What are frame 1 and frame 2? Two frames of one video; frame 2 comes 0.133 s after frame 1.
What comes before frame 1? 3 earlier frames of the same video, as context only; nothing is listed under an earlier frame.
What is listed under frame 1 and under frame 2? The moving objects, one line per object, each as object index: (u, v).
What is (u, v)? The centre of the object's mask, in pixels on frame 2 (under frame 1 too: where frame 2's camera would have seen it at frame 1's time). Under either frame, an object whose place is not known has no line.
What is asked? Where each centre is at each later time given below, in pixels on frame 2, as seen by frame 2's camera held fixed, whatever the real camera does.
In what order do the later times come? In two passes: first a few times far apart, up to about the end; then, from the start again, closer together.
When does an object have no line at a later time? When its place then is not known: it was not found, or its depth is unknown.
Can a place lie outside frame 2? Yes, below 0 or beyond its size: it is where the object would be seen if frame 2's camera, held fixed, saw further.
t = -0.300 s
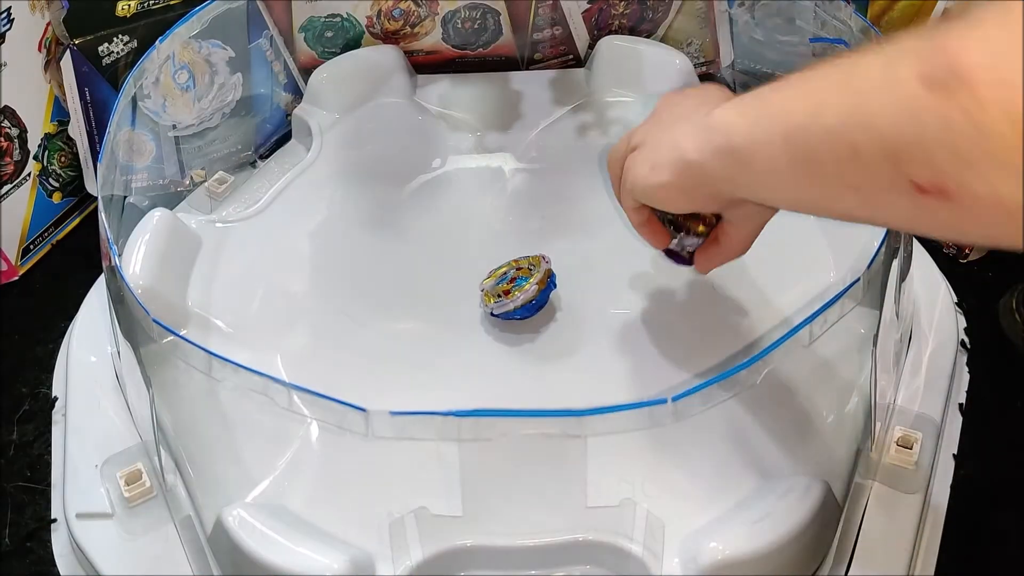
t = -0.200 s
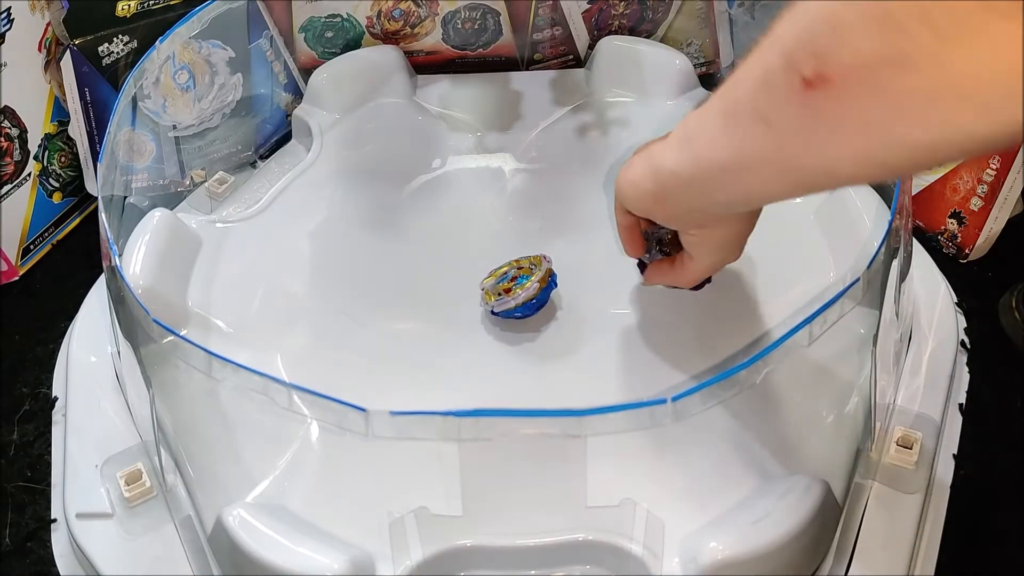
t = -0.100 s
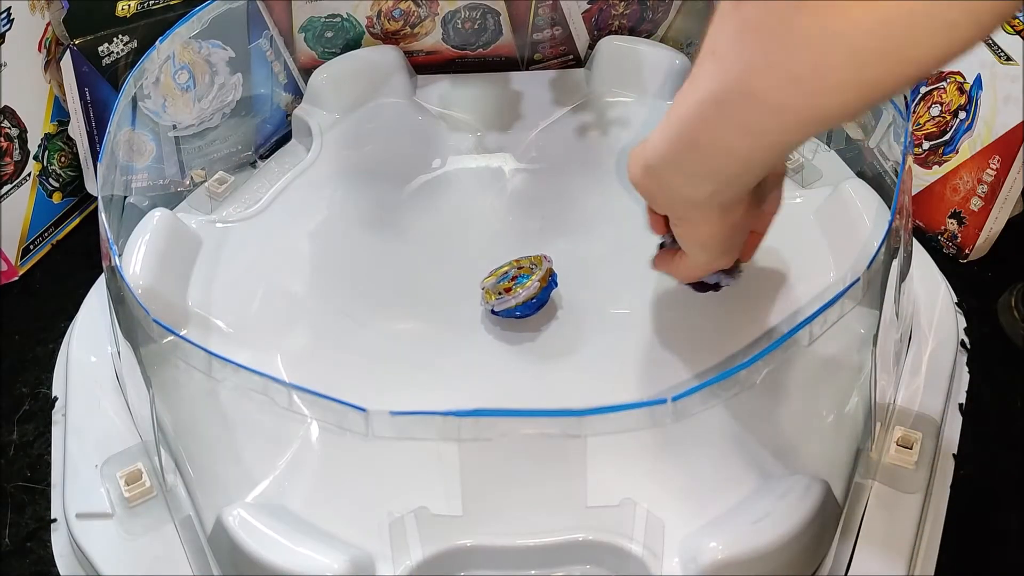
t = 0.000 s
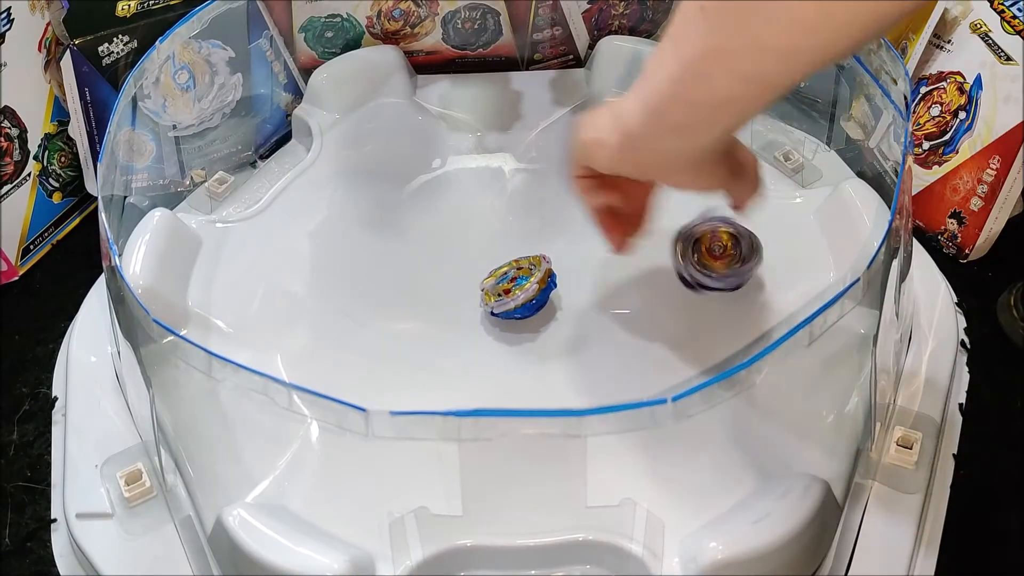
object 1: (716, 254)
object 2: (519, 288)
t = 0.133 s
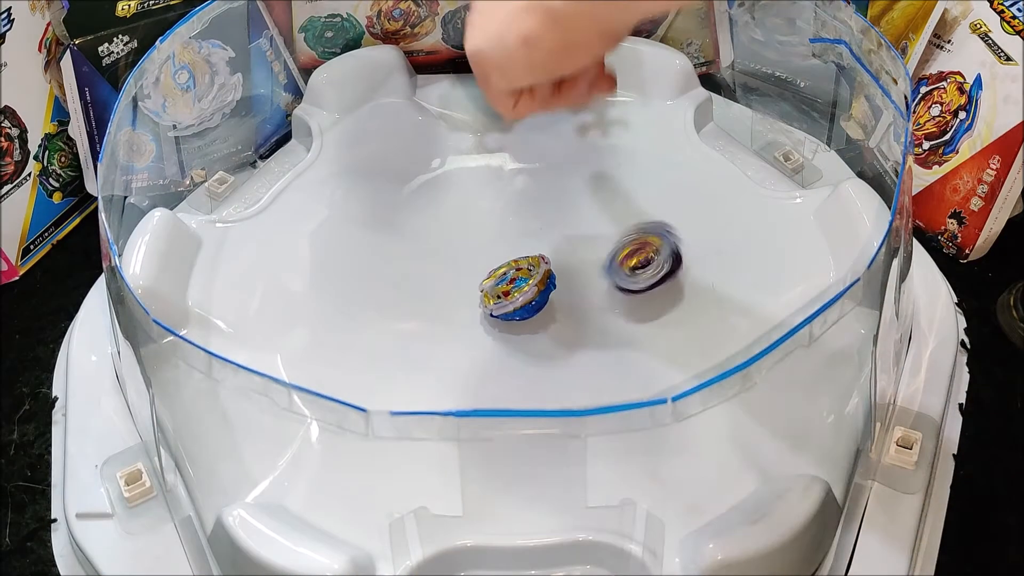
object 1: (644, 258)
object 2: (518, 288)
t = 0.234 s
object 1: (581, 266)
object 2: (512, 291)
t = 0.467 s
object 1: (499, 217)
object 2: (485, 324)
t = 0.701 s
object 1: (488, 232)
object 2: (511, 313)
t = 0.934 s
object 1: (488, 248)
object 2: (507, 304)
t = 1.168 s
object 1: (507, 255)
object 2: (511, 307)
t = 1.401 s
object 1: (507, 255)
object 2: (510, 307)
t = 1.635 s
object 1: (507, 255)
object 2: (509, 306)
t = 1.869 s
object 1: (506, 255)
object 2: (509, 306)
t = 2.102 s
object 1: (506, 255)
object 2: (509, 306)
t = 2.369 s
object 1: (507, 254)
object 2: (509, 306)
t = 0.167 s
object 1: (621, 262)
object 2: (518, 288)
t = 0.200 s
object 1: (599, 262)
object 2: (518, 288)
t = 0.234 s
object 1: (581, 266)
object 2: (512, 291)
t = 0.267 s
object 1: (568, 256)
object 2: (498, 301)
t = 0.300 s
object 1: (552, 245)
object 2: (489, 311)
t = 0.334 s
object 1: (540, 236)
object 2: (482, 319)
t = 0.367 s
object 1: (529, 227)
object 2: (480, 323)
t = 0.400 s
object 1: (516, 222)
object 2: (481, 324)
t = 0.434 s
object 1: (505, 220)
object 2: (482, 324)
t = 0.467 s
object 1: (499, 217)
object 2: (485, 324)
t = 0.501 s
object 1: (494, 215)
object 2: (488, 324)
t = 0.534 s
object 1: (490, 215)
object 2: (491, 324)
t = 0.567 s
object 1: (488, 218)
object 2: (495, 324)
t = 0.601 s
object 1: (487, 219)
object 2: (500, 323)
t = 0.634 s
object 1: (486, 221)
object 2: (505, 321)
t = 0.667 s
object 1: (487, 226)
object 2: (509, 318)
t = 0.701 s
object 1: (488, 232)
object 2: (511, 313)
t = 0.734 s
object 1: (489, 238)
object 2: (510, 309)
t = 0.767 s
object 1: (488, 241)
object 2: (509, 305)
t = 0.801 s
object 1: (484, 241)
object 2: (509, 305)
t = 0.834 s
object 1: (483, 242)
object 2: (509, 305)
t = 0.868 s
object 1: (483, 244)
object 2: (508, 304)
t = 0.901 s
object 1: (486, 246)
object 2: (507, 304)
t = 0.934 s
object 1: (488, 248)
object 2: (507, 304)
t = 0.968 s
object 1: (490, 248)
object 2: (508, 305)
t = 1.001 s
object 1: (494, 249)
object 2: (510, 305)
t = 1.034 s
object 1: (499, 251)
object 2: (510, 306)
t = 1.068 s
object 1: (502, 252)
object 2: (510, 306)
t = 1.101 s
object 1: (505, 253)
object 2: (511, 306)
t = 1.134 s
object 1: (507, 254)
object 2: (511, 307)
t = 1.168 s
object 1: (507, 255)
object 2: (511, 307)
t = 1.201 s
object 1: (507, 255)
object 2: (510, 307)
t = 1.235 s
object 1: (507, 254)
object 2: (509, 306)
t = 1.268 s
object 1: (507, 255)
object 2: (509, 306)
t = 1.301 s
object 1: (507, 255)
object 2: (508, 306)
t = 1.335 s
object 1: (507, 255)
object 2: (509, 306)
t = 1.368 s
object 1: (507, 254)
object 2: (509, 306)
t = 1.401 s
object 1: (507, 255)
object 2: (510, 307)
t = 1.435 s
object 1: (506, 255)
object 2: (511, 307)
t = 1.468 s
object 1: (506, 254)
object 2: (510, 307)
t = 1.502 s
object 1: (506, 254)
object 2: (510, 306)
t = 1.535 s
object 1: (506, 254)
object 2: (509, 306)
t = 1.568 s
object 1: (506, 255)
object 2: (509, 306)
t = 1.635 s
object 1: (507, 255)
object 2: (509, 306)
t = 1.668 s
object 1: (507, 255)
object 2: (510, 307)
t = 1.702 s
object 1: (506, 255)
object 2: (510, 307)
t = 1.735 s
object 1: (506, 255)
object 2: (511, 307)
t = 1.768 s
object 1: (506, 254)
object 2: (510, 307)
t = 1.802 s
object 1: (506, 254)
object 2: (509, 306)
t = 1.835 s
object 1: (506, 255)
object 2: (509, 306)
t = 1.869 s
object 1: (506, 255)
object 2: (509, 306)
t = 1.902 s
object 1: (506, 255)
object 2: (509, 306)
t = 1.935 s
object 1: (506, 255)
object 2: (510, 306)
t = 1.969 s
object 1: (506, 255)
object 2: (510, 307)
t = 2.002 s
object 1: (506, 255)
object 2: (510, 307)
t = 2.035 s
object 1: (506, 254)
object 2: (510, 307)
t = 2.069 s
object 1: (506, 255)
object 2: (509, 306)
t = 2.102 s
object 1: (506, 255)
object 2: (509, 306)
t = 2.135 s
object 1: (506, 255)
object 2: (509, 306)
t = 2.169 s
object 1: (506, 255)
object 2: (510, 306)
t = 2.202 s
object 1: (506, 255)
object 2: (510, 307)
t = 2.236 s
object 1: (506, 254)
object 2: (510, 307)
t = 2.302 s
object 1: (506, 254)
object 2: (510, 306)
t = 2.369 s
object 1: (507, 254)
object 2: (509, 306)
